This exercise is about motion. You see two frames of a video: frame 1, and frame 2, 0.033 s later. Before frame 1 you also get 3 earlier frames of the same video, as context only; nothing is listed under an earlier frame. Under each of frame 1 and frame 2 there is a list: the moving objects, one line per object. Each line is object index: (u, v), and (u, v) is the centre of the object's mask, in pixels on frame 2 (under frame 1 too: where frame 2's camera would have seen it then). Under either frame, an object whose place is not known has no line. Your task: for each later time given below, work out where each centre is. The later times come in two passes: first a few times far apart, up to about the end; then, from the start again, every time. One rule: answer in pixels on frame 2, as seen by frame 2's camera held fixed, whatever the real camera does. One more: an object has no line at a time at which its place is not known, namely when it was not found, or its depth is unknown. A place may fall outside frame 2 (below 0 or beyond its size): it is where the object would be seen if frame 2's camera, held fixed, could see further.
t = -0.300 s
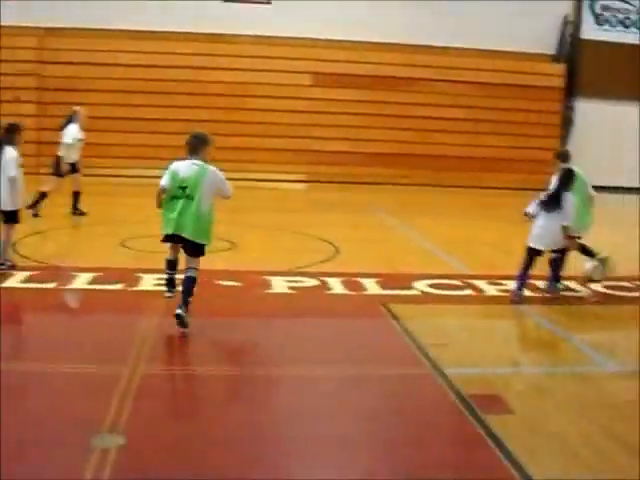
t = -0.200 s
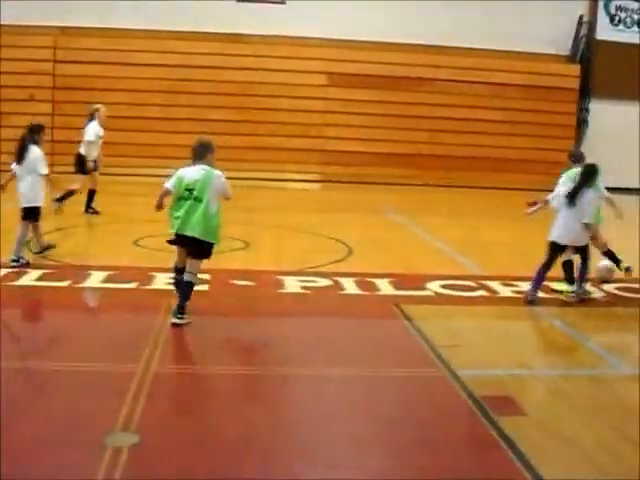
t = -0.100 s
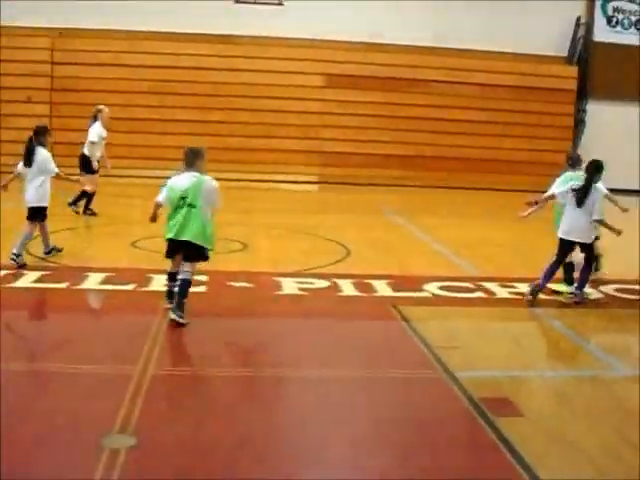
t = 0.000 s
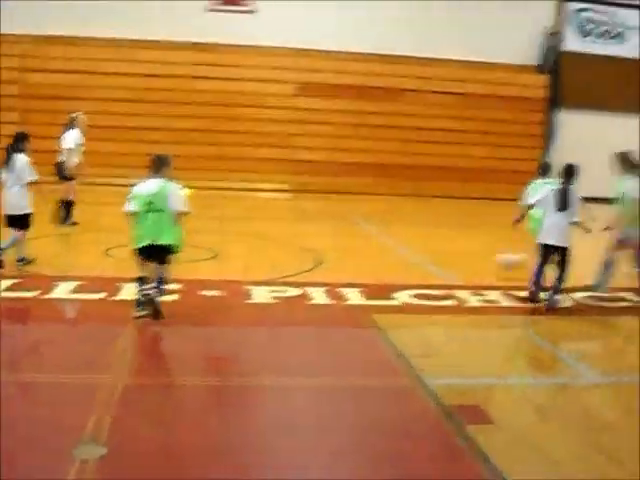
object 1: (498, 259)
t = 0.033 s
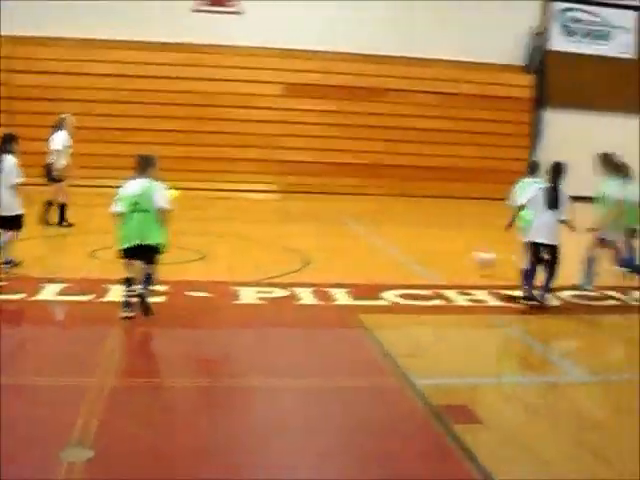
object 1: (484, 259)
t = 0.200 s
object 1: (428, 258)
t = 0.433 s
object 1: (379, 249)
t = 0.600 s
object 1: (355, 245)
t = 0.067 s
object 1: (472, 261)
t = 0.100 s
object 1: (458, 262)
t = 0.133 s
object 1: (449, 260)
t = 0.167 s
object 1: (438, 259)
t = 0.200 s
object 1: (428, 258)
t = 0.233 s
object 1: (421, 256)
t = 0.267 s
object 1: (414, 255)
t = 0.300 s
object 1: (406, 254)
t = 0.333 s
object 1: (399, 253)
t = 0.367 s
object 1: (393, 252)
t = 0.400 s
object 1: (386, 250)
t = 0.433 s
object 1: (379, 249)
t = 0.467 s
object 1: (373, 249)
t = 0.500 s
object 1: (368, 248)
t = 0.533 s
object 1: (364, 247)
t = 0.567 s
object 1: (360, 246)
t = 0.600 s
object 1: (355, 245)
